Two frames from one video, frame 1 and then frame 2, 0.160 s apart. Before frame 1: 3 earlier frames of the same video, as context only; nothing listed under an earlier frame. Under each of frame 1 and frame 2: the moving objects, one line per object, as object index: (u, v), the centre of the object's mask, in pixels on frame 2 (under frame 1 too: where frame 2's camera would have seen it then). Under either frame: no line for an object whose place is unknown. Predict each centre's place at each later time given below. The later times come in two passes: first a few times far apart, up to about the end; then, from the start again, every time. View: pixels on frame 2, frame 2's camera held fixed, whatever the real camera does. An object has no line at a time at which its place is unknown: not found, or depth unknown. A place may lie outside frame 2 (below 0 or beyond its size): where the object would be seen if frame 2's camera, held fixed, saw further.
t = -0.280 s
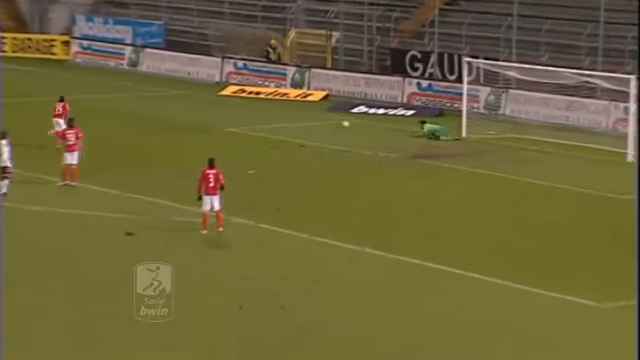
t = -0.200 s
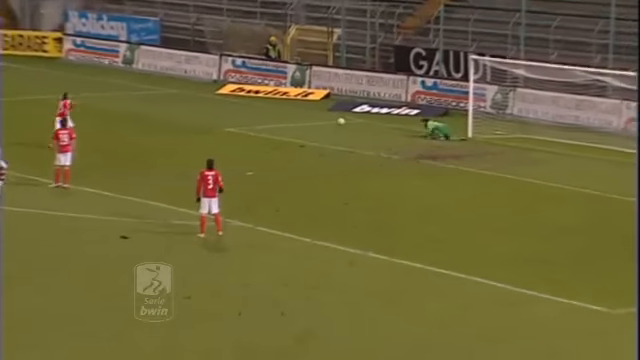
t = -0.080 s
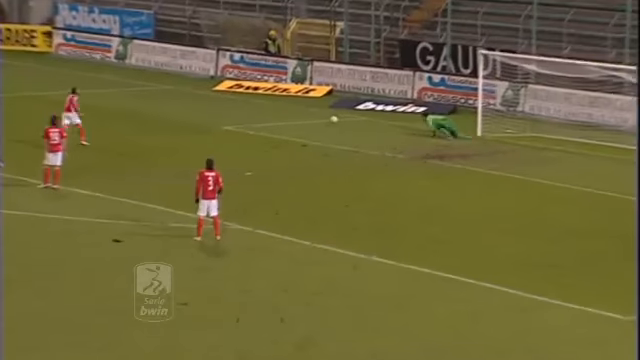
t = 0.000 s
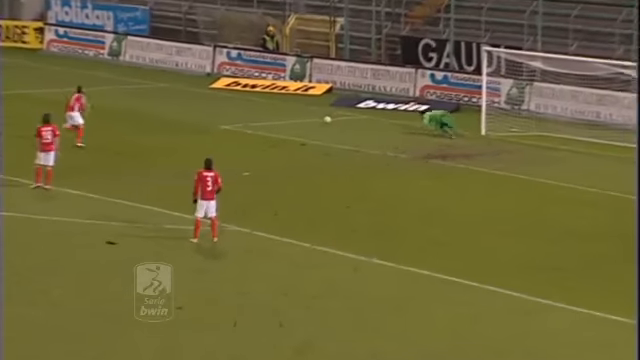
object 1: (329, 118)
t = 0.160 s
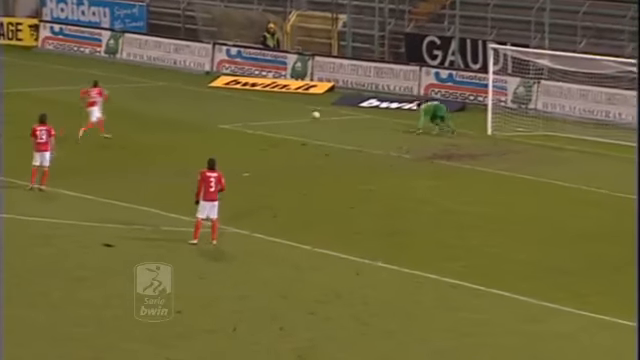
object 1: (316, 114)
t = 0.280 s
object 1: (305, 115)
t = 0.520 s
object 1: (289, 112)
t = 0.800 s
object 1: (270, 110)
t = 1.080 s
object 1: (254, 106)
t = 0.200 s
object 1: (313, 115)
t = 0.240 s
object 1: (309, 115)
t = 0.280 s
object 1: (305, 115)
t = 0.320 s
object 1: (303, 114)
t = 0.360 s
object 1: (300, 114)
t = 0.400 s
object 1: (297, 113)
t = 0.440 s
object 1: (295, 113)
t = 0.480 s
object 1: (291, 113)
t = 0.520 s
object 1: (289, 112)
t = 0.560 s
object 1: (287, 112)
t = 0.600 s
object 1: (284, 111)
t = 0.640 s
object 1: (280, 111)
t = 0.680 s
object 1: (278, 110)
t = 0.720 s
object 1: (275, 110)
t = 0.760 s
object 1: (273, 110)
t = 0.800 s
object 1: (270, 110)
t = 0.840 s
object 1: (268, 109)
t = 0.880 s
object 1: (266, 109)
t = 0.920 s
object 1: (263, 108)
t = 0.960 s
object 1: (261, 108)
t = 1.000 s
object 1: (259, 107)
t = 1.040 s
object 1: (256, 107)
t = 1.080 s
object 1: (254, 106)
